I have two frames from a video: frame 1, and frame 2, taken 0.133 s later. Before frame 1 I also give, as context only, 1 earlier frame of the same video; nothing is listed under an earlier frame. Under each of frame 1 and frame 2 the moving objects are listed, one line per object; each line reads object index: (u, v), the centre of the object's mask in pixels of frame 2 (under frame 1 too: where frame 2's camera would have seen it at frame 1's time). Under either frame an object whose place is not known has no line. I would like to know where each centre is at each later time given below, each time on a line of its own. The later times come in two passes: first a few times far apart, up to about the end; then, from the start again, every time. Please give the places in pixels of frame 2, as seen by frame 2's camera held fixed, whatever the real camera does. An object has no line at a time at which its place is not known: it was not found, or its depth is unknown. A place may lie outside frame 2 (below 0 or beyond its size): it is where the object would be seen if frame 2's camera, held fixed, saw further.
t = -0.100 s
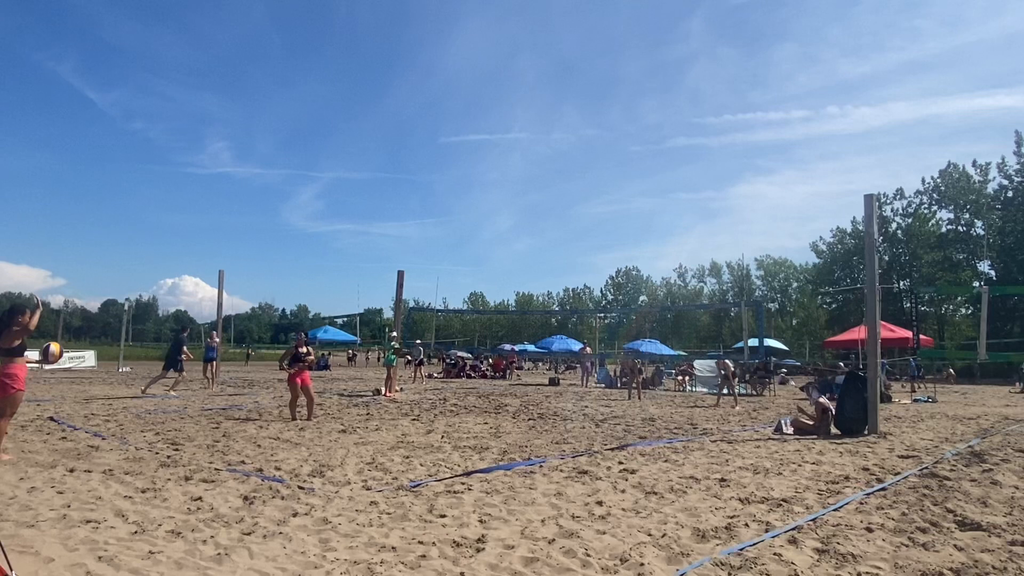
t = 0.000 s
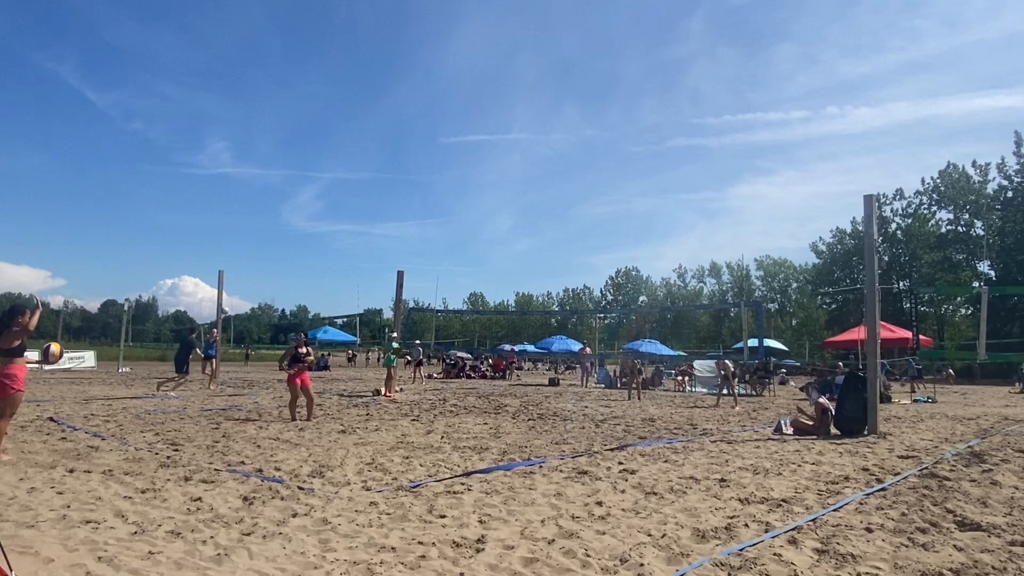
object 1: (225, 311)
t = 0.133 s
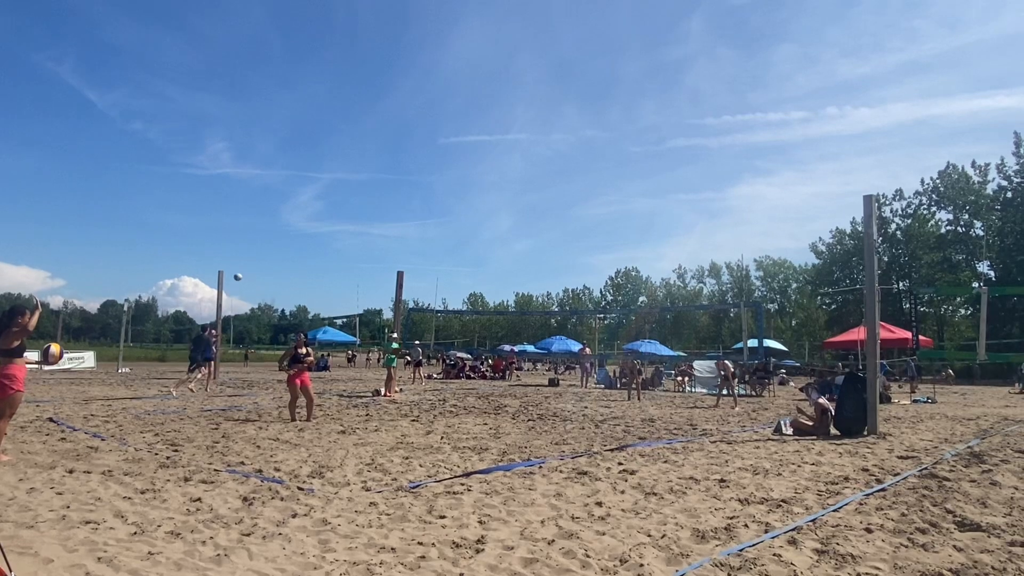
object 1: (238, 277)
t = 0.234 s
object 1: (247, 256)
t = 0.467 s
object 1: (269, 222)
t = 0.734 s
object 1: (293, 206)
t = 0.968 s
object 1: (312, 212)
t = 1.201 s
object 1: (330, 235)
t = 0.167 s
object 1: (241, 269)
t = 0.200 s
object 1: (244, 262)
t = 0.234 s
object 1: (247, 256)
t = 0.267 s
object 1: (251, 250)
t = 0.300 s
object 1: (253, 243)
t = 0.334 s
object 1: (257, 239)
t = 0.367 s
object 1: (260, 234)
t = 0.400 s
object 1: (263, 229)
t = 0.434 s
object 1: (266, 225)
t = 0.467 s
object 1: (269, 222)
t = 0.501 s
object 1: (272, 219)
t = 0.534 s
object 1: (276, 216)
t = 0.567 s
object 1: (278, 213)
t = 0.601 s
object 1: (281, 211)
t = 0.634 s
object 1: (284, 209)
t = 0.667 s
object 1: (287, 208)
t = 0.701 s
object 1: (290, 207)
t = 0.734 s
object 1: (293, 206)
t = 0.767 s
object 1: (296, 206)
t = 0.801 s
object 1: (299, 206)
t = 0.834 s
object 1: (301, 207)
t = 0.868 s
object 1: (304, 207)
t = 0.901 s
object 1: (307, 208)
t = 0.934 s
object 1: (310, 210)
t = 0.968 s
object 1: (312, 212)
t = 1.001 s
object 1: (315, 214)
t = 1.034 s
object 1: (318, 217)
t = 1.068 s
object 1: (320, 219)
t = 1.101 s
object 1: (323, 223)
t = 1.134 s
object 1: (325, 226)
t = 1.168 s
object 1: (328, 230)
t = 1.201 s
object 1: (330, 235)
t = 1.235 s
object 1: (333, 239)
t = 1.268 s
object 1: (335, 244)
